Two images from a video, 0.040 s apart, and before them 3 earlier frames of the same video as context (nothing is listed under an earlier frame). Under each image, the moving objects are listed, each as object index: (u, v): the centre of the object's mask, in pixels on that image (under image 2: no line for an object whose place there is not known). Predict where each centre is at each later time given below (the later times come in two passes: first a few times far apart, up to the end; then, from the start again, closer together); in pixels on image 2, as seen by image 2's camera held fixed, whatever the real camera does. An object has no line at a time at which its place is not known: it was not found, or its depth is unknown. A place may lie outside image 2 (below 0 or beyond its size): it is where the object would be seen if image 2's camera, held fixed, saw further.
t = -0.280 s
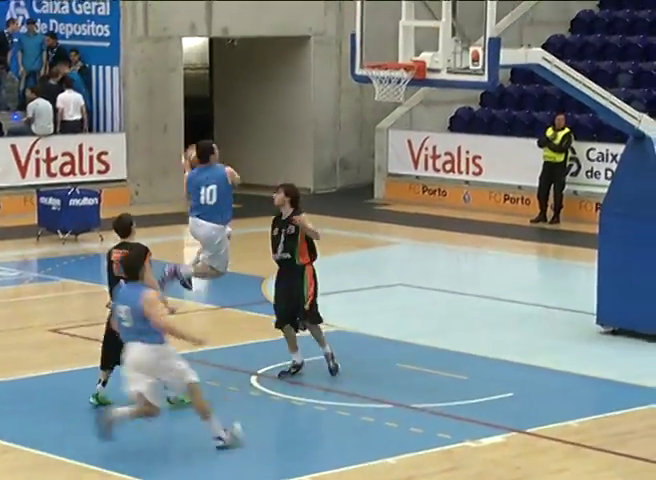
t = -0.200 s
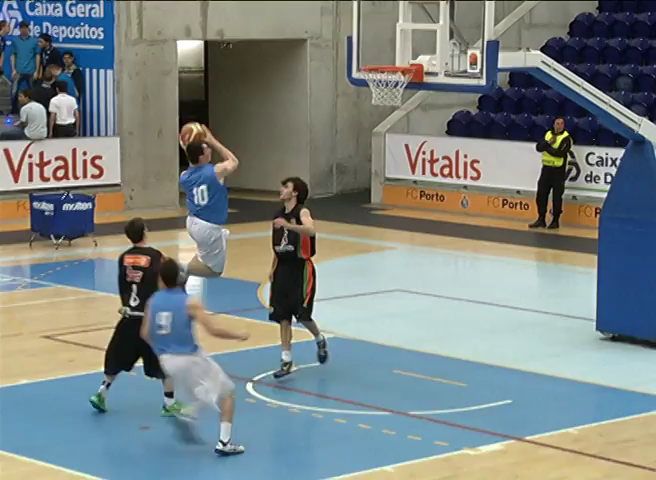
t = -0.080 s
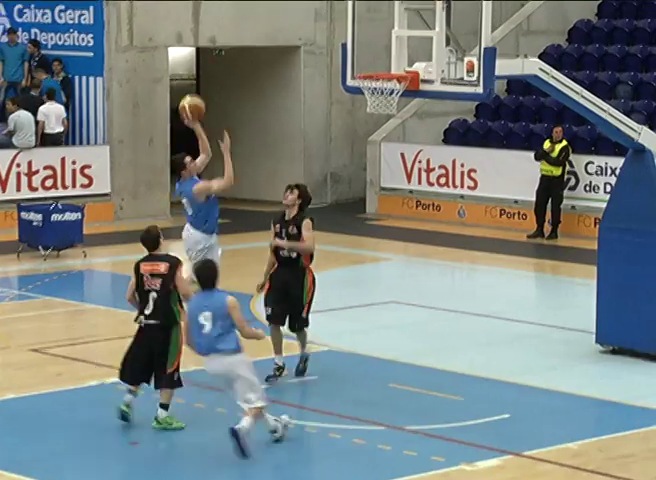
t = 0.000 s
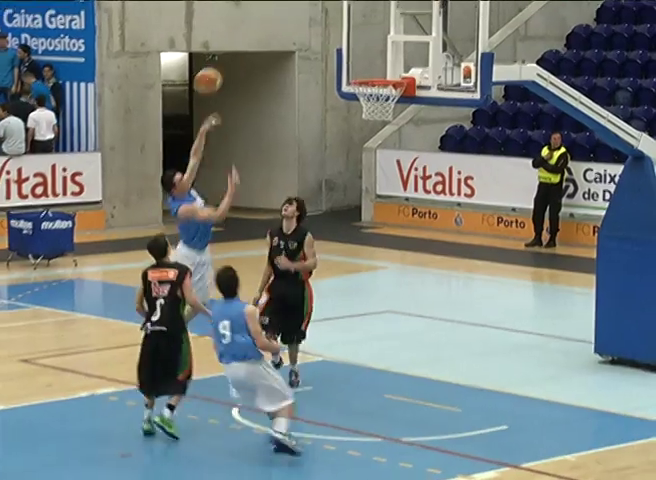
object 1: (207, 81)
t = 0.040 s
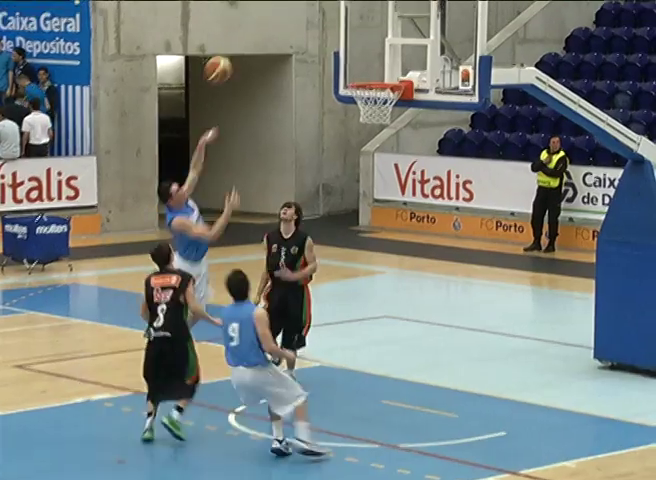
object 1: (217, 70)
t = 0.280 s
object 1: (302, 13)
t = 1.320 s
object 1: (364, 102)
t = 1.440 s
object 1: (370, 110)
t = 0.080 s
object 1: (232, 57)
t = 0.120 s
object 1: (246, 44)
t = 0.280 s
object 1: (302, 13)
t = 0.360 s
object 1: (330, 6)
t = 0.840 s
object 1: (371, 74)
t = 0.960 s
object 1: (383, 77)
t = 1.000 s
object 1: (383, 76)
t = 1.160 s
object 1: (376, 81)
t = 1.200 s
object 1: (369, 90)
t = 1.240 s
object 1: (369, 98)
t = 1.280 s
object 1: (365, 101)
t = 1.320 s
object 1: (364, 102)
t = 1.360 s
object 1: (365, 102)
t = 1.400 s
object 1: (367, 102)
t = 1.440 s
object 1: (370, 110)
